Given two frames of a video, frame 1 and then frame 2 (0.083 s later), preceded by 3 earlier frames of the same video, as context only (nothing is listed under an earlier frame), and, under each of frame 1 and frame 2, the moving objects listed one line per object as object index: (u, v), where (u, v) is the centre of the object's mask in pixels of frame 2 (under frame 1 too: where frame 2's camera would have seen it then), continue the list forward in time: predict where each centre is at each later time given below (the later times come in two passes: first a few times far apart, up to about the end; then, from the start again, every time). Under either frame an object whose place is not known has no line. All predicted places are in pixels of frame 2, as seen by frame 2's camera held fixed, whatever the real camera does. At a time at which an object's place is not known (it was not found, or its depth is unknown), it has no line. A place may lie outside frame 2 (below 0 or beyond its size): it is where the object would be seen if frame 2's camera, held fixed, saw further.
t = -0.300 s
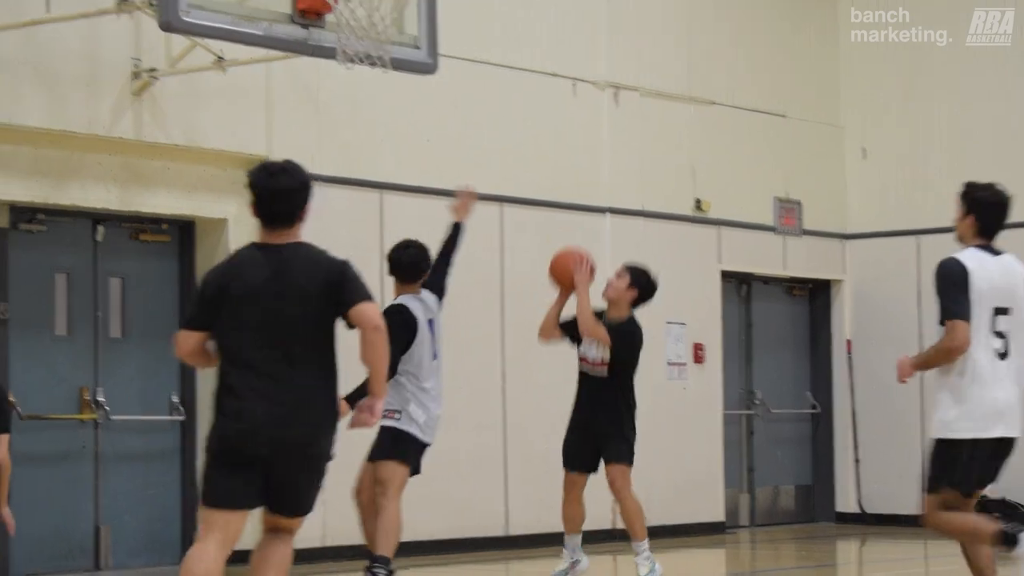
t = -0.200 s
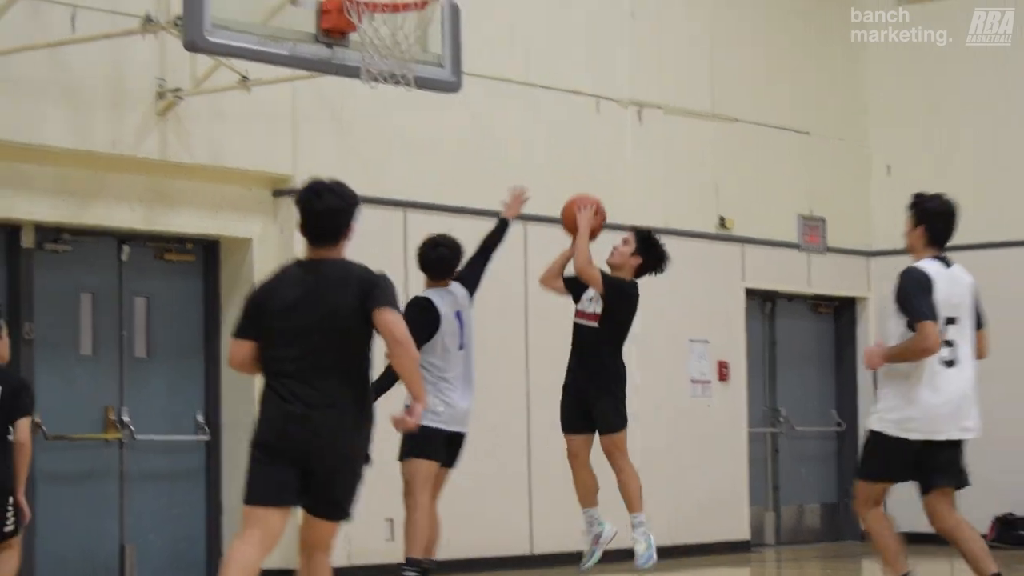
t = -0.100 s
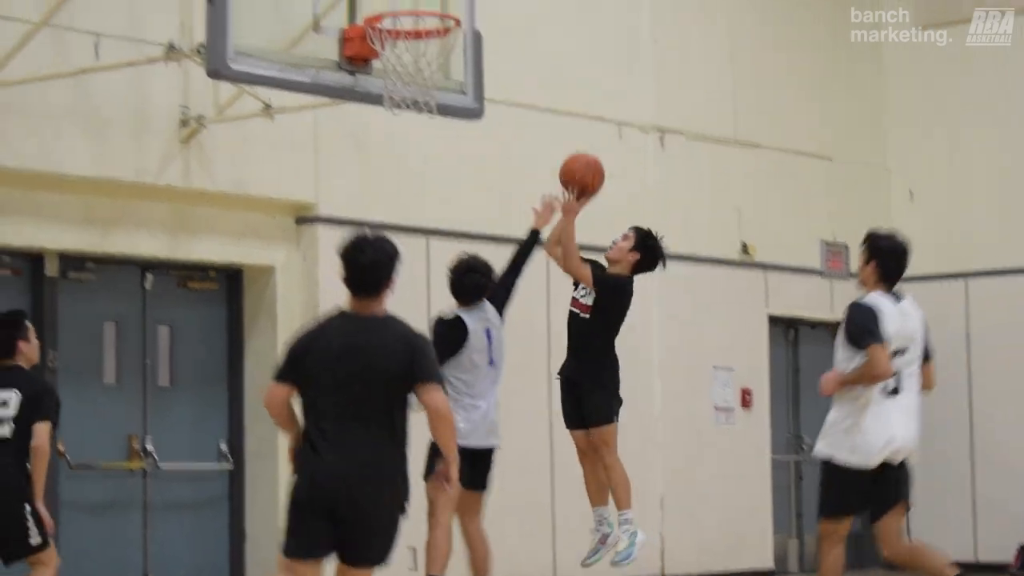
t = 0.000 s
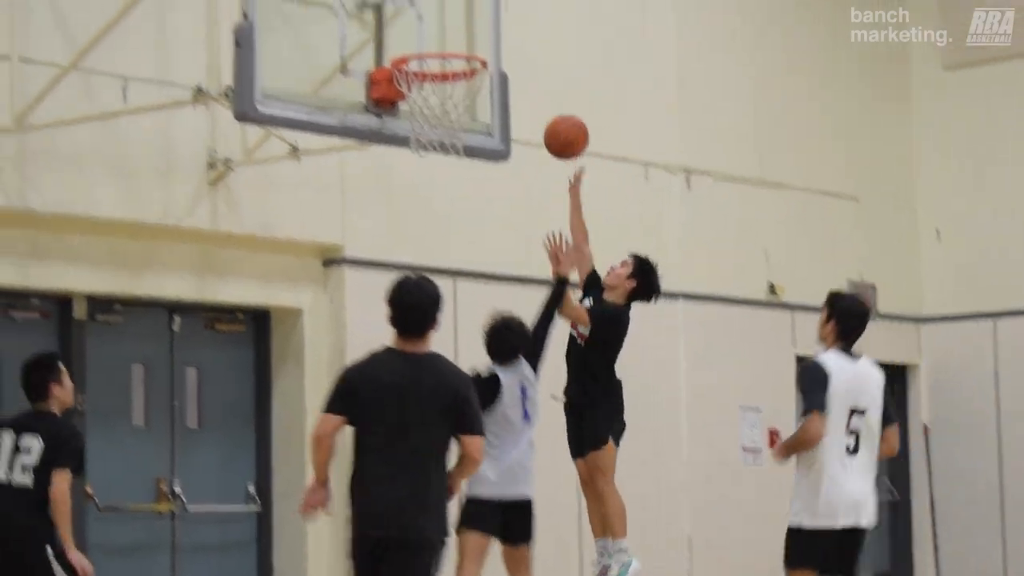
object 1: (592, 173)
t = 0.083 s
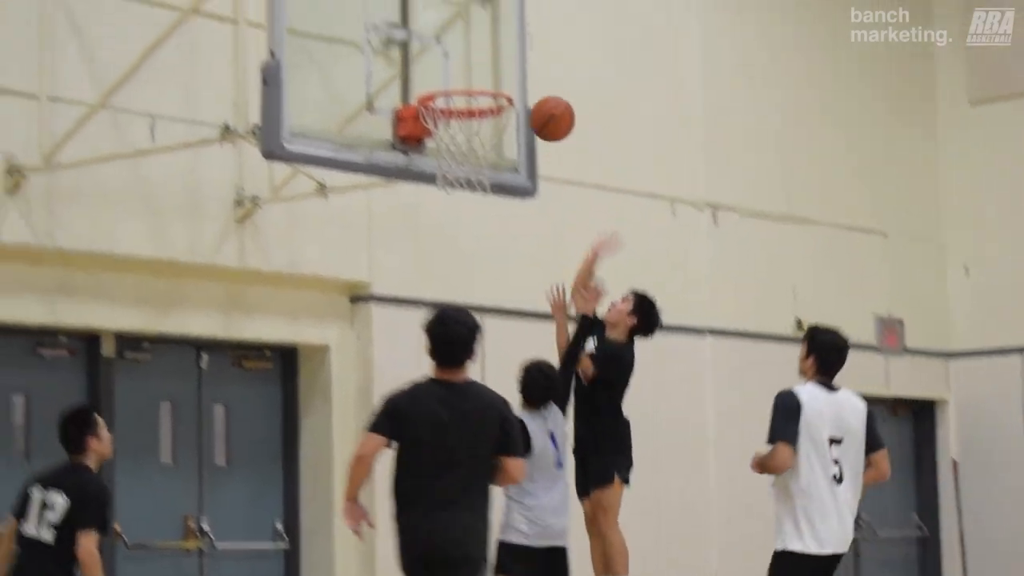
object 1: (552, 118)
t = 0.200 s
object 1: (496, 64)
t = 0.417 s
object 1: (486, 40)
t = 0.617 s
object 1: (485, 80)
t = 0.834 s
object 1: (461, 108)
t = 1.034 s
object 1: (502, 141)
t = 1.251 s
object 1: (479, 166)
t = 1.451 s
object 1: (434, 242)
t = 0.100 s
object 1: (544, 109)
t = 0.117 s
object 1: (536, 100)
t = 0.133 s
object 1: (528, 92)
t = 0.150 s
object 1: (520, 83)
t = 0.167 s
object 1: (512, 76)
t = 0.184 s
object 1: (504, 70)
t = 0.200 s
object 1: (496, 64)
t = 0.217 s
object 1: (488, 59)
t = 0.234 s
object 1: (481, 54)
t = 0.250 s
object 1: (479, 50)
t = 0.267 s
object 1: (480, 46)
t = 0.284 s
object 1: (480, 44)
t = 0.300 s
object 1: (481, 42)
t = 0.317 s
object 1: (482, 40)
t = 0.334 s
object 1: (482, 38)
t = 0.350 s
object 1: (483, 38)
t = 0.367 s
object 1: (484, 37)
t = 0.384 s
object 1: (485, 38)
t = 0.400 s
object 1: (485, 38)
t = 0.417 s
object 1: (486, 40)
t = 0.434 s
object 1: (487, 42)
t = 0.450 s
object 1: (488, 44)
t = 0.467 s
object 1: (488, 47)
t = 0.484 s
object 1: (489, 50)
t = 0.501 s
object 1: (490, 55)
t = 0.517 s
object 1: (491, 59)
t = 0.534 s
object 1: (492, 64)
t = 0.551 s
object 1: (493, 70)
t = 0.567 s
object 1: (494, 74)
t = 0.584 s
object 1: (494, 78)
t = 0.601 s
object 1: (490, 77)
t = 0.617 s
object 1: (485, 80)
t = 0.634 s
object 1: (480, 77)
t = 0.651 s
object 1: (475, 77)
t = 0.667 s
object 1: (470, 83)
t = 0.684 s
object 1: (465, 79)
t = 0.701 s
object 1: (460, 80)
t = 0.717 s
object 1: (455, 82)
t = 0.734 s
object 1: (451, 94)
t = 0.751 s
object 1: (448, 97)
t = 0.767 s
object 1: (445, 102)
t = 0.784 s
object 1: (449, 102)
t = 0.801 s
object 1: (453, 104)
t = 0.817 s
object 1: (457, 106)
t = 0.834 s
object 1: (461, 108)
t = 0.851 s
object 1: (466, 111)
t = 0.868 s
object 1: (471, 116)
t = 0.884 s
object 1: (474, 119)
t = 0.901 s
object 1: (480, 122)
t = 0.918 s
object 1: (485, 128)
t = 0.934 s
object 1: (489, 132)
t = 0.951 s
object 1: (492, 137)
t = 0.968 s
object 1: (495, 138)
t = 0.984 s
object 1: (497, 139)
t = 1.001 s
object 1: (499, 140)
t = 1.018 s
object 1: (501, 141)
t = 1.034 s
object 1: (502, 141)
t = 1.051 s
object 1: (502, 143)
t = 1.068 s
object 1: (502, 143)
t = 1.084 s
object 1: (501, 144)
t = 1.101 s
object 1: (500, 145)
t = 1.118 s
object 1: (499, 146)
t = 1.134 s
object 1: (497, 148)
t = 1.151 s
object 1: (495, 150)
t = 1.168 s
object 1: (493, 152)
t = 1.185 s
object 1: (491, 155)
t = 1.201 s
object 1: (488, 158)
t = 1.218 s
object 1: (486, 160)
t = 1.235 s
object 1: (483, 163)
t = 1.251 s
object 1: (479, 166)
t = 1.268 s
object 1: (475, 170)
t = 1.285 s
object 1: (472, 174)
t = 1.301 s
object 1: (467, 178)
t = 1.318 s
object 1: (464, 184)
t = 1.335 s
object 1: (460, 190)
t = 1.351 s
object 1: (456, 197)
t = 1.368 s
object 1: (453, 201)
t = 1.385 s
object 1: (449, 209)
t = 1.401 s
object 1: (446, 216)
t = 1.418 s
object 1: (442, 224)
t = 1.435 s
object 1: (438, 233)
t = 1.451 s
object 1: (434, 242)
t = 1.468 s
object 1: (431, 252)
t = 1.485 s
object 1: (427, 262)
